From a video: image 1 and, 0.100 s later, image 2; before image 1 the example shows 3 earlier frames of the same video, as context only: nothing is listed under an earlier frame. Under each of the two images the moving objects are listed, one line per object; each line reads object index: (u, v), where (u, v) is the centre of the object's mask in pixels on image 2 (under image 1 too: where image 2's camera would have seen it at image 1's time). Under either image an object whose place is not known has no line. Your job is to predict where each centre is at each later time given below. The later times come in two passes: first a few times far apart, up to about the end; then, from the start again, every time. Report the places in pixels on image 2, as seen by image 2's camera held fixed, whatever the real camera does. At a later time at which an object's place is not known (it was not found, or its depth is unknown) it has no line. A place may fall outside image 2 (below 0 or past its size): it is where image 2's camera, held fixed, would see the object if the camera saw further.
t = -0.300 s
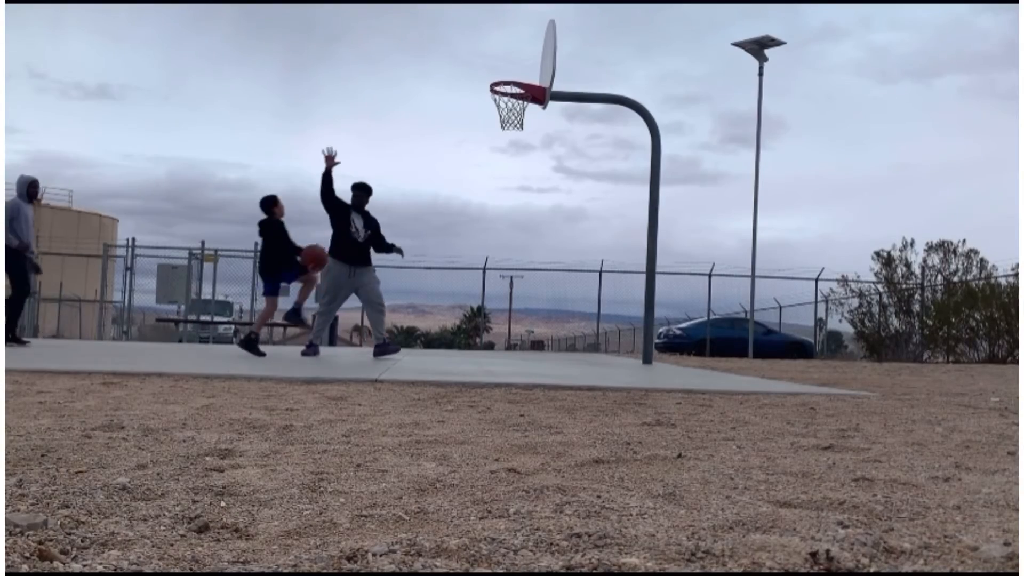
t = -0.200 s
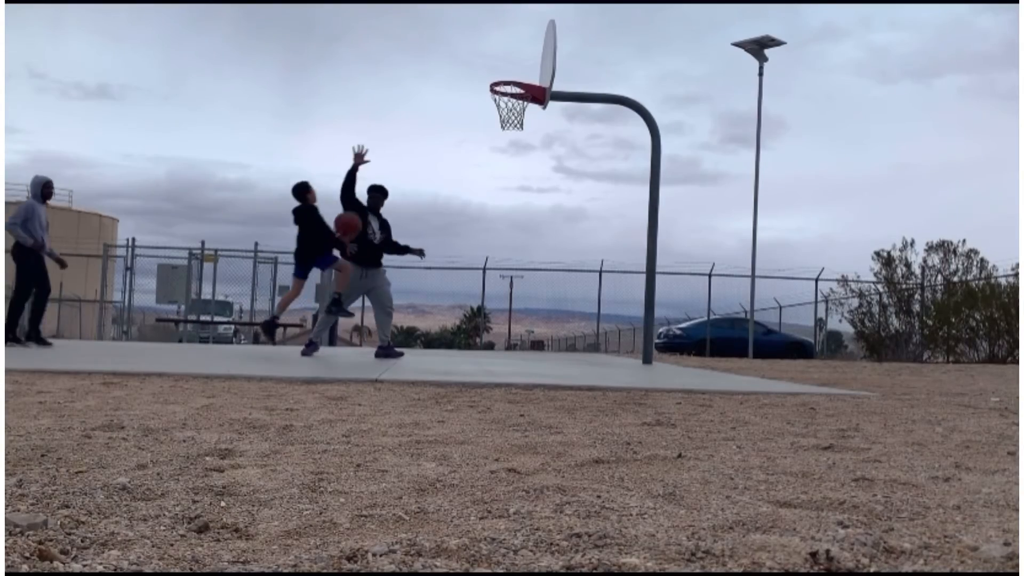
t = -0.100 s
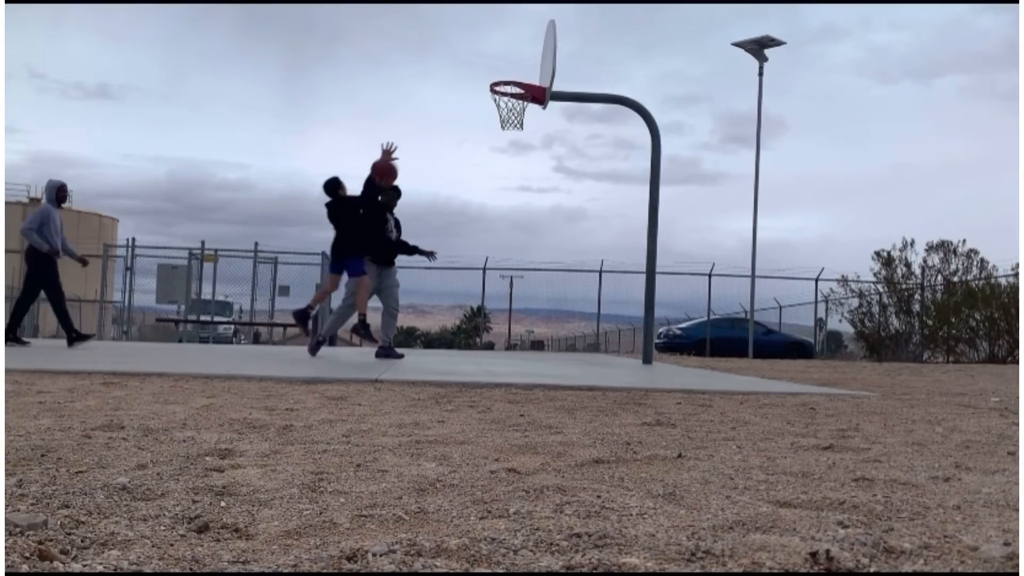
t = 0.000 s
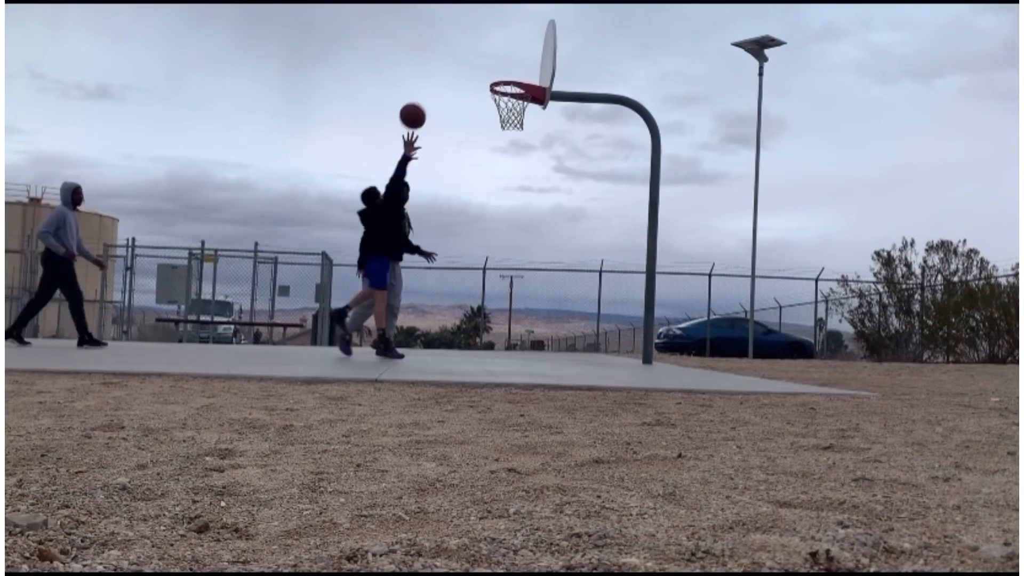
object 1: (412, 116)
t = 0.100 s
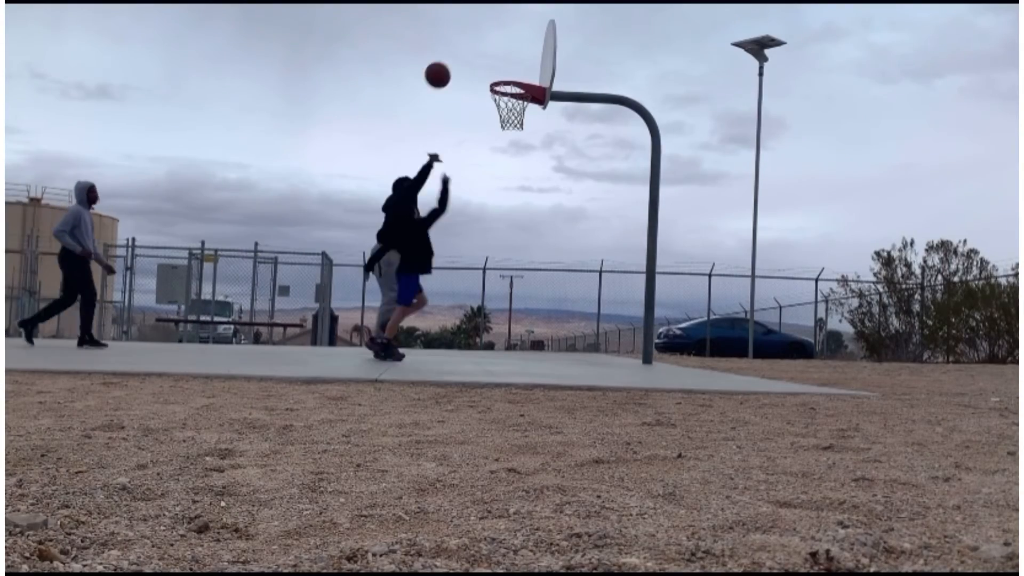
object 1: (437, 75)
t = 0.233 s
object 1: (468, 40)
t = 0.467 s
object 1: (513, 24)
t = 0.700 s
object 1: (529, 51)
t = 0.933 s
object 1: (507, 89)
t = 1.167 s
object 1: (524, 119)
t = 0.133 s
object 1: (445, 64)
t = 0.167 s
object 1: (453, 55)
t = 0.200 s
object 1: (461, 46)
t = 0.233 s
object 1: (468, 40)
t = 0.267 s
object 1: (475, 34)
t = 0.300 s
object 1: (482, 30)
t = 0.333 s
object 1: (488, 27)
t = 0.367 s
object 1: (495, 24)
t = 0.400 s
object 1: (501, 23)
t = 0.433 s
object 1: (507, 23)
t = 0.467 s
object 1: (513, 24)
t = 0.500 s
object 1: (519, 26)
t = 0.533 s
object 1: (525, 29)
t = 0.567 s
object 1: (530, 33)
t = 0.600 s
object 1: (535, 38)
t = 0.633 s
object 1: (539, 43)
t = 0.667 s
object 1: (534, 47)
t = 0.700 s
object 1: (529, 51)
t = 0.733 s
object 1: (525, 57)
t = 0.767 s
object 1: (520, 63)
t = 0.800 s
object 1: (515, 71)
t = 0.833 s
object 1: (511, 79)
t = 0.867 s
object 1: (506, 87)
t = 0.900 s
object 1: (506, 87)
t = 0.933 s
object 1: (507, 89)
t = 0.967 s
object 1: (507, 94)
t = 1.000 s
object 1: (513, 97)
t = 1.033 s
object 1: (518, 102)
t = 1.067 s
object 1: (522, 107)
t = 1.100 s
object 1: (524, 112)
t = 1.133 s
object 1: (525, 116)
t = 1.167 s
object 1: (524, 119)
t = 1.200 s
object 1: (524, 124)
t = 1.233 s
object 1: (523, 129)
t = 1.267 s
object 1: (523, 135)
